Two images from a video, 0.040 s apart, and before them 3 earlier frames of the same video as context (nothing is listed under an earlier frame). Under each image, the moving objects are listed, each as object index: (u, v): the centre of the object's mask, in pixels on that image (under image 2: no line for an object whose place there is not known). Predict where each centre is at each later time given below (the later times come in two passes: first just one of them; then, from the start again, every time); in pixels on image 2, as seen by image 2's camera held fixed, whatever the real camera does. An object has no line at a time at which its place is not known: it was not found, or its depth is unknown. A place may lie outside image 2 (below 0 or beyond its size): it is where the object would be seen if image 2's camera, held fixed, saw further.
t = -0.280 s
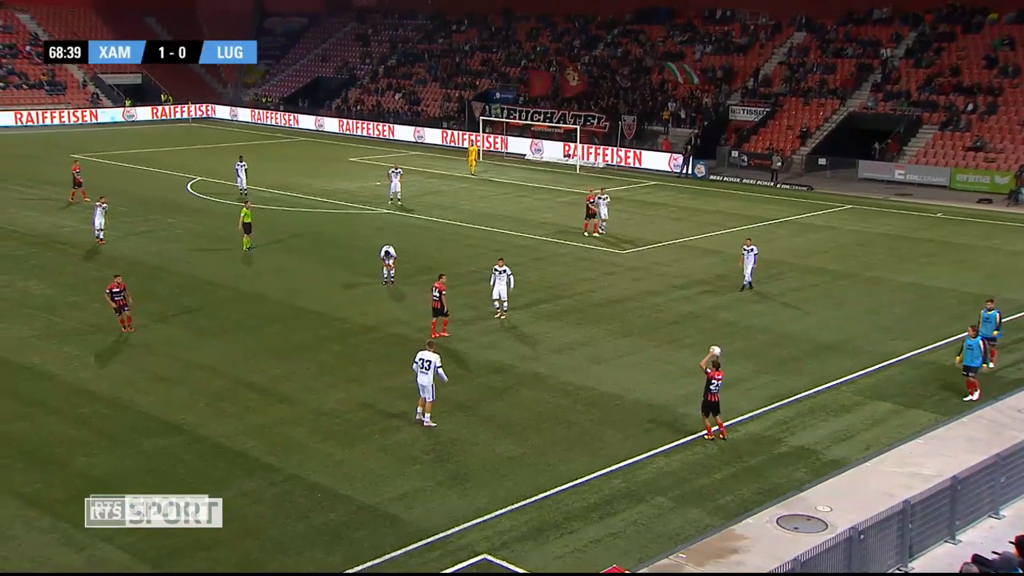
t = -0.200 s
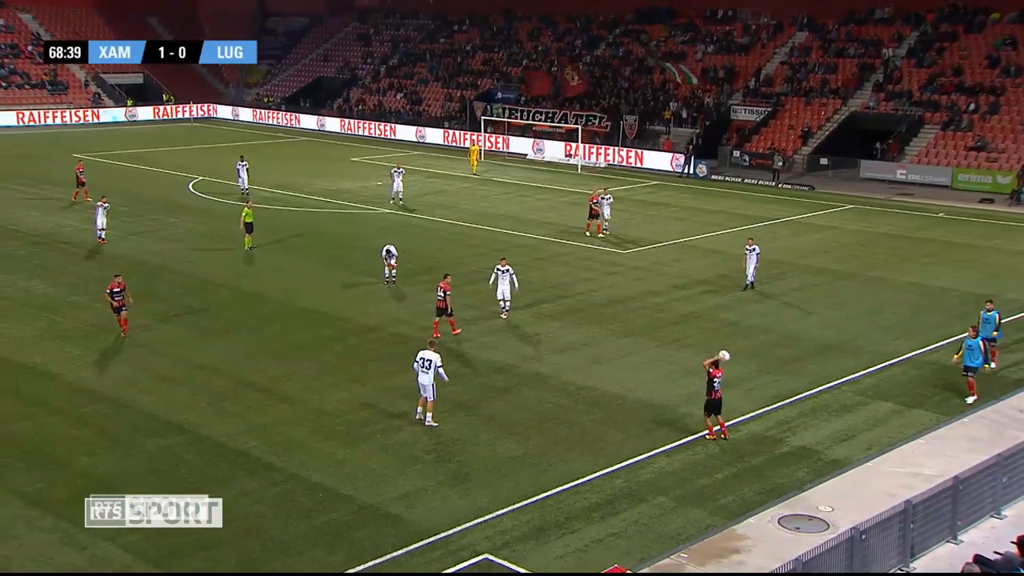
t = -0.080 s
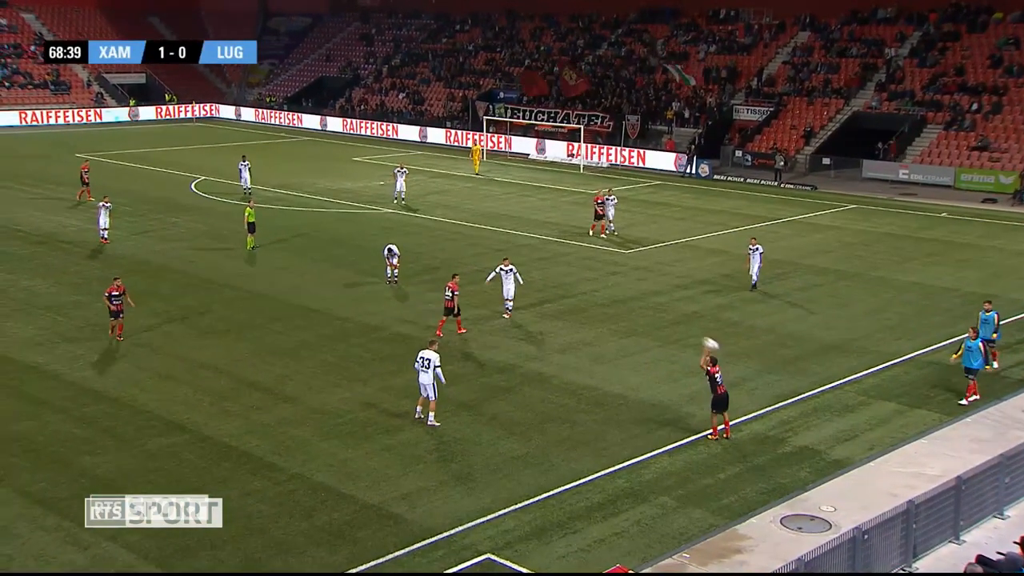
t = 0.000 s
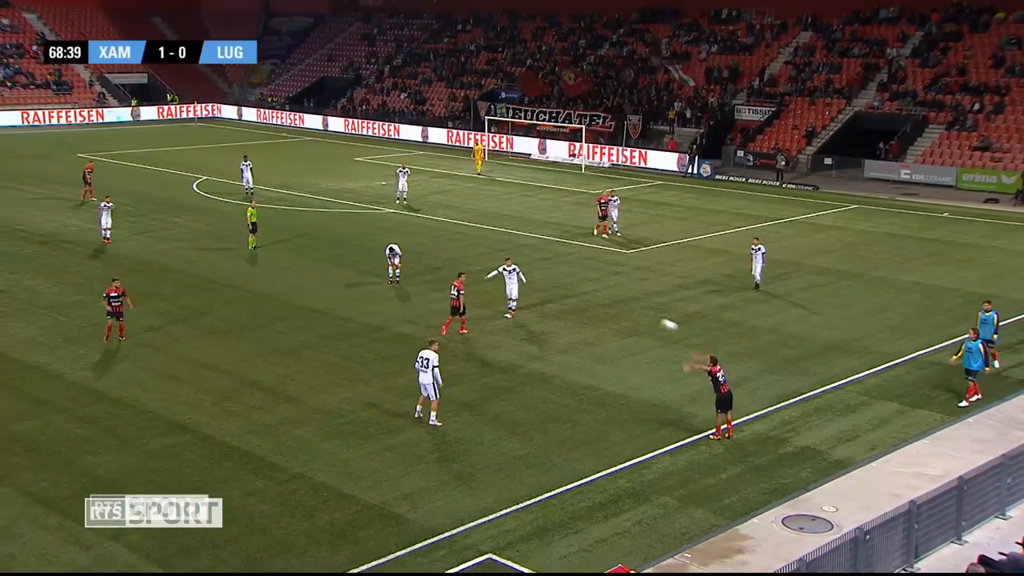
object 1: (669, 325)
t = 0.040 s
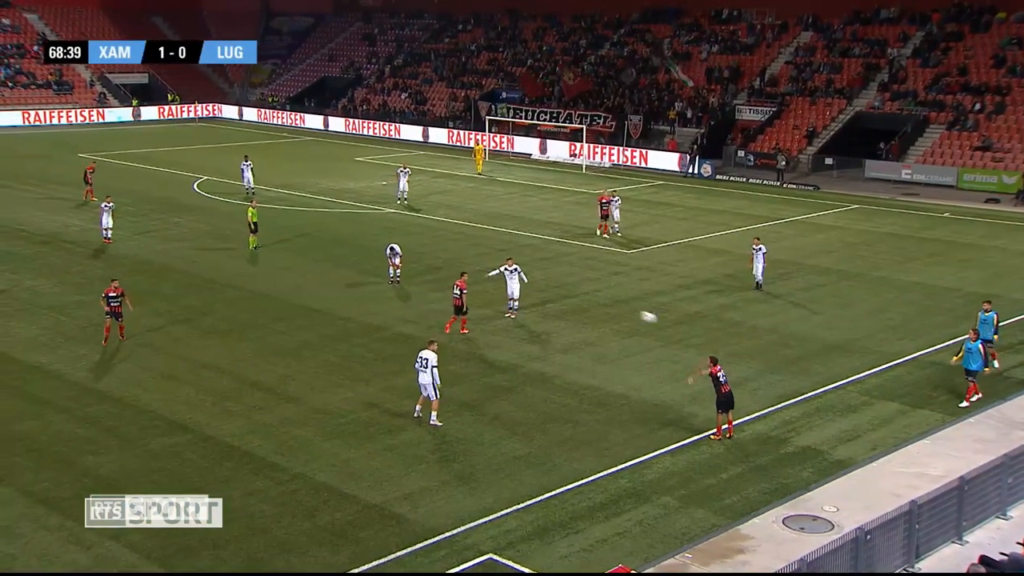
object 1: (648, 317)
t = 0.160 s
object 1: (585, 298)
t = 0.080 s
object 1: (627, 310)
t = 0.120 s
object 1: (606, 304)
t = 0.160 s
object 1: (585, 298)
